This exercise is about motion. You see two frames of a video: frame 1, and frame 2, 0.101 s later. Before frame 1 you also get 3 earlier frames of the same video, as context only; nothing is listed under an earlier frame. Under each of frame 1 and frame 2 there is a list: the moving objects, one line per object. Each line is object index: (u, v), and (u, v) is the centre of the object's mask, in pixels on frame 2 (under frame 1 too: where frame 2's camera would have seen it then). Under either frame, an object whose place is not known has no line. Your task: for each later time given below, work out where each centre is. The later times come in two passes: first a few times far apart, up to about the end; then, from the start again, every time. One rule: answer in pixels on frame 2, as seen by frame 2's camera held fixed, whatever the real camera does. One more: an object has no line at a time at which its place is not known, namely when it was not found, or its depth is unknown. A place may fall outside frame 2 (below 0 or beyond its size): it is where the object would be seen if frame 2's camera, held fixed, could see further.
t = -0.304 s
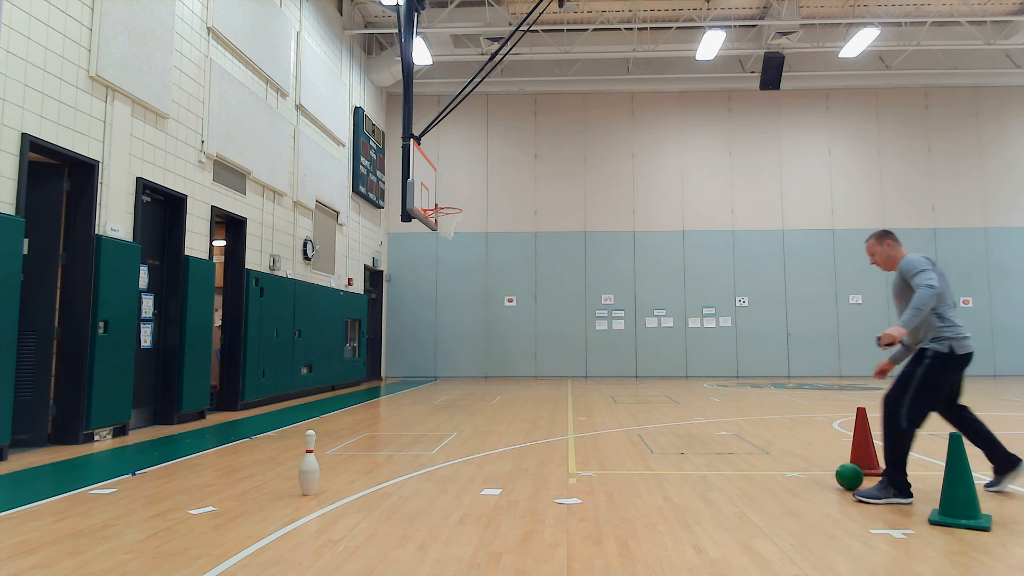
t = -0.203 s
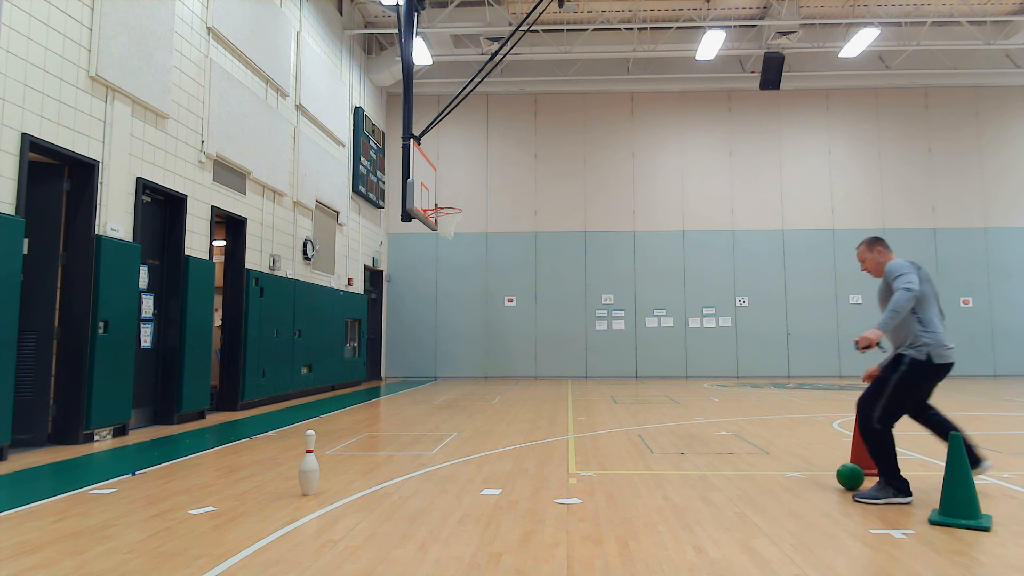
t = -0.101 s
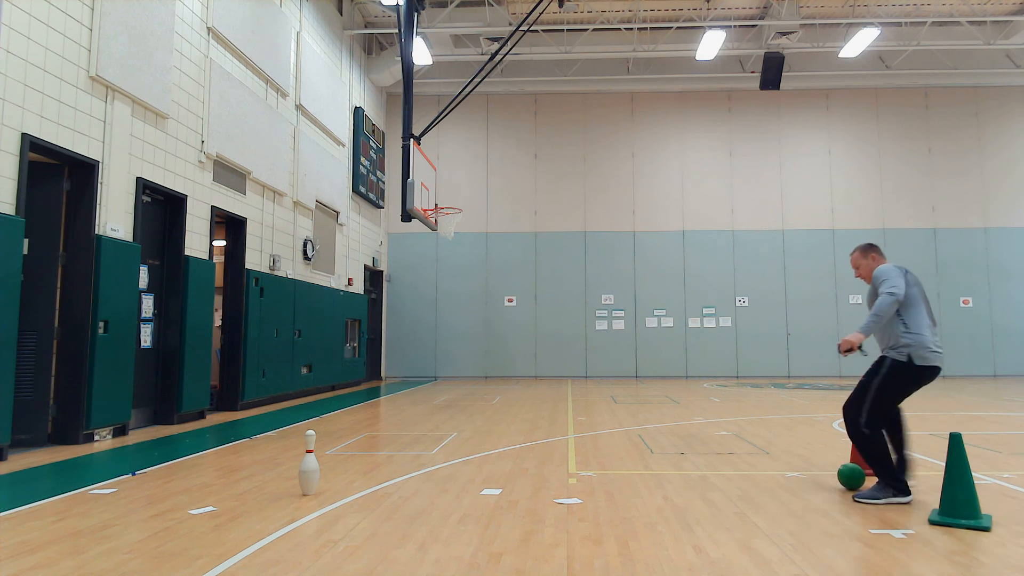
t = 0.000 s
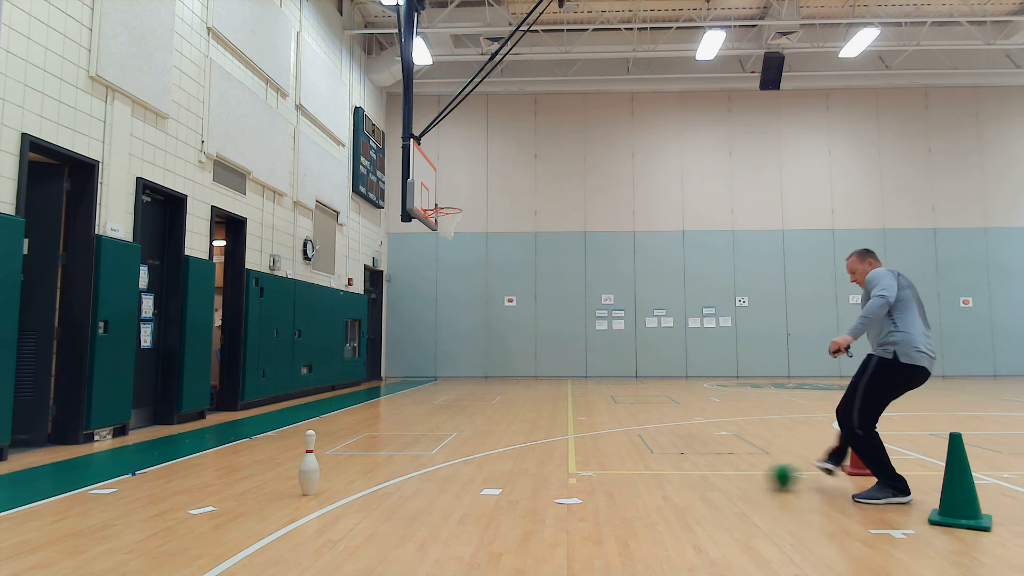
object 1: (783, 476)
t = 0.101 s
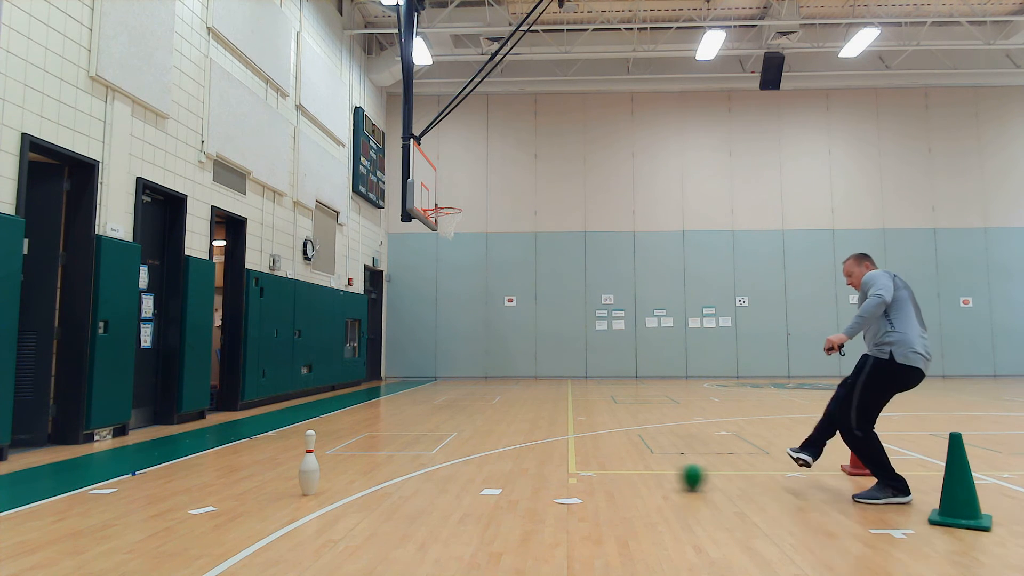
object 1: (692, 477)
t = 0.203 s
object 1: (620, 476)
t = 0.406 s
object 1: (493, 478)
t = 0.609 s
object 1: (370, 480)
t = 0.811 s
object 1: (321, 484)
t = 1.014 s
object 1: (305, 487)
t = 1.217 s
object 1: (289, 490)
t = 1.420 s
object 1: (271, 494)
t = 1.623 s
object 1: (254, 498)
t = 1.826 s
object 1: (236, 501)
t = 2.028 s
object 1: (218, 504)
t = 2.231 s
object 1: (199, 507)
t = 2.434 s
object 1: (180, 511)
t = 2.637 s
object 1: (160, 515)
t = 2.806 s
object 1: (144, 518)
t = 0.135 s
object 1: (666, 477)
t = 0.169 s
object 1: (642, 477)
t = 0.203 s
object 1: (620, 476)
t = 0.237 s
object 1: (598, 477)
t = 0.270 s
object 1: (576, 476)
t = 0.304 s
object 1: (555, 478)
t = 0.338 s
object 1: (534, 478)
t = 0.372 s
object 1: (513, 478)
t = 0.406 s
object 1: (493, 478)
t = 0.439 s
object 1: (472, 479)
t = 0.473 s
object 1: (451, 479)
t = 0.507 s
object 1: (430, 479)
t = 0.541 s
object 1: (410, 480)
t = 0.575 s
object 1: (390, 480)
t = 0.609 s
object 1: (370, 480)
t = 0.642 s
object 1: (349, 481)
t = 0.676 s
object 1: (330, 481)
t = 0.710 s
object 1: (325, 479)
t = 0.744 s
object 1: (324, 479)
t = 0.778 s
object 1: (323, 481)
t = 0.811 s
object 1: (321, 484)
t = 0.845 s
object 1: (319, 483)
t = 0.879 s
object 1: (316, 484)
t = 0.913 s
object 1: (314, 486)
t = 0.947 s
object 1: (311, 485)
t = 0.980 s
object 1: (308, 487)
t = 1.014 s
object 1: (305, 487)
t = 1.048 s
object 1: (303, 488)
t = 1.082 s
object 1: (300, 488)
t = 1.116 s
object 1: (297, 489)
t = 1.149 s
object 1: (294, 489)
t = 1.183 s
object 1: (291, 490)
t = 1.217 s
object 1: (289, 490)
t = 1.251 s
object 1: (286, 491)
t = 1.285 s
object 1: (283, 492)
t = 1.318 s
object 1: (280, 492)
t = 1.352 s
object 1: (277, 493)
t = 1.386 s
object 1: (275, 493)
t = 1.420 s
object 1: (271, 494)
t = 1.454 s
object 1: (268, 494)
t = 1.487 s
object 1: (266, 495)
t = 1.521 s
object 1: (263, 496)
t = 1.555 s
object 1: (260, 496)
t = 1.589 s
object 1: (257, 497)
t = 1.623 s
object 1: (254, 498)
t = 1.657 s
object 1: (251, 498)
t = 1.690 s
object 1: (248, 498)
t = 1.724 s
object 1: (245, 499)
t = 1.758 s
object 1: (242, 500)
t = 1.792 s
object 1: (239, 500)
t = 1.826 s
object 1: (236, 501)
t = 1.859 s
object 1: (233, 502)
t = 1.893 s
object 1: (230, 502)
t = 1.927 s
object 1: (227, 502)
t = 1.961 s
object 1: (224, 503)
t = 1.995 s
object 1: (221, 503)
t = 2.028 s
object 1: (218, 504)
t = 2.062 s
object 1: (215, 505)
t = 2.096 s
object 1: (212, 505)
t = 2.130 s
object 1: (208, 506)
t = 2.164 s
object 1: (205, 506)
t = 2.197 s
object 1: (202, 507)
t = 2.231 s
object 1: (199, 507)
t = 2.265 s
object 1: (196, 508)
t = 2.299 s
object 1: (193, 509)
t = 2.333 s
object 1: (189, 509)
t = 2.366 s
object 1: (186, 510)
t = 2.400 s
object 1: (183, 511)
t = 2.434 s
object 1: (180, 511)
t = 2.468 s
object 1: (176, 512)
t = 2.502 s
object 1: (173, 512)
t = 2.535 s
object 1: (170, 513)
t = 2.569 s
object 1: (167, 514)
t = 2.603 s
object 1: (163, 514)
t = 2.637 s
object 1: (160, 515)
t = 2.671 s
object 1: (157, 516)
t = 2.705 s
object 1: (153, 516)
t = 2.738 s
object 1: (150, 517)
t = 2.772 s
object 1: (147, 517)
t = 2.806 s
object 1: (144, 518)
